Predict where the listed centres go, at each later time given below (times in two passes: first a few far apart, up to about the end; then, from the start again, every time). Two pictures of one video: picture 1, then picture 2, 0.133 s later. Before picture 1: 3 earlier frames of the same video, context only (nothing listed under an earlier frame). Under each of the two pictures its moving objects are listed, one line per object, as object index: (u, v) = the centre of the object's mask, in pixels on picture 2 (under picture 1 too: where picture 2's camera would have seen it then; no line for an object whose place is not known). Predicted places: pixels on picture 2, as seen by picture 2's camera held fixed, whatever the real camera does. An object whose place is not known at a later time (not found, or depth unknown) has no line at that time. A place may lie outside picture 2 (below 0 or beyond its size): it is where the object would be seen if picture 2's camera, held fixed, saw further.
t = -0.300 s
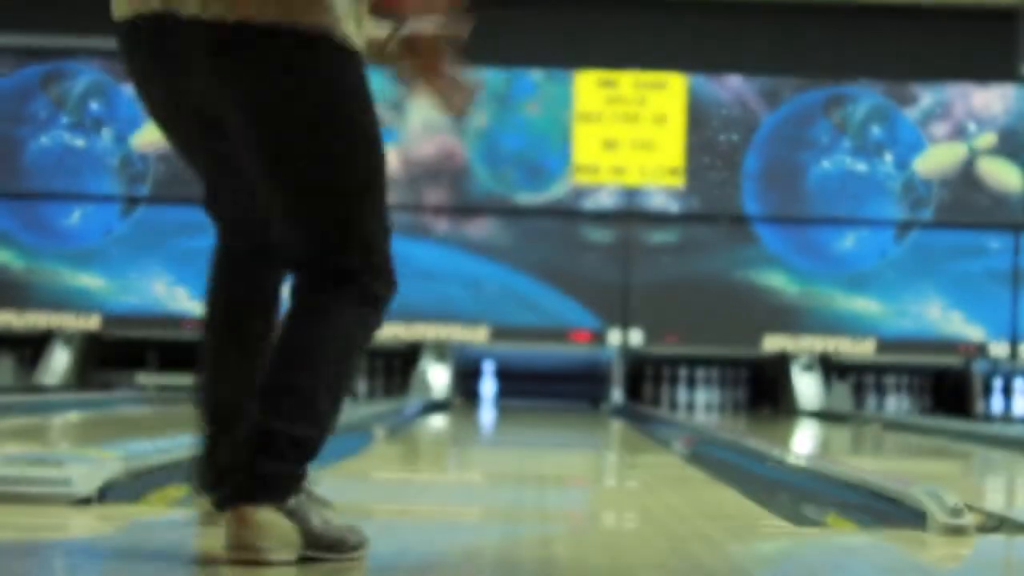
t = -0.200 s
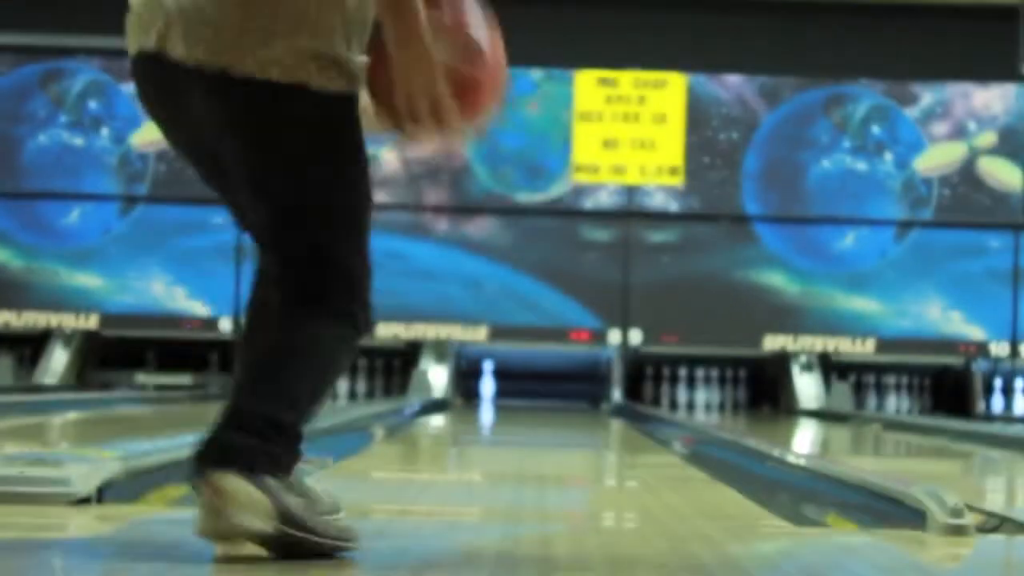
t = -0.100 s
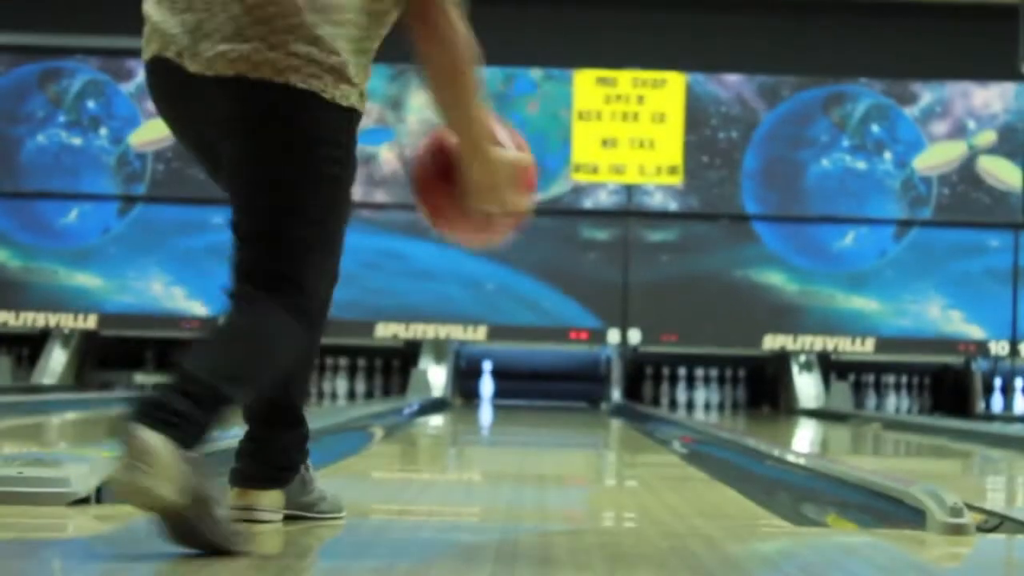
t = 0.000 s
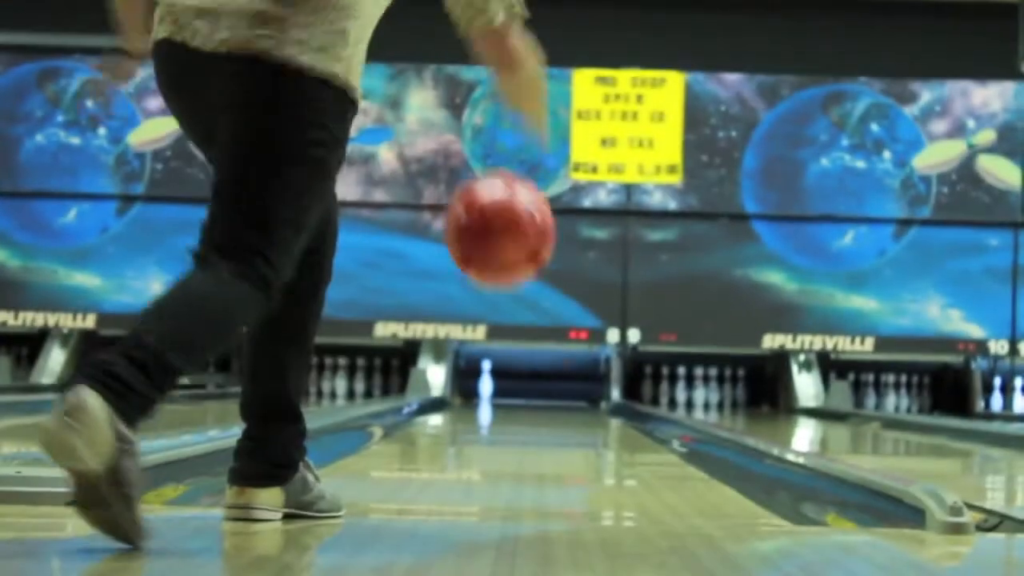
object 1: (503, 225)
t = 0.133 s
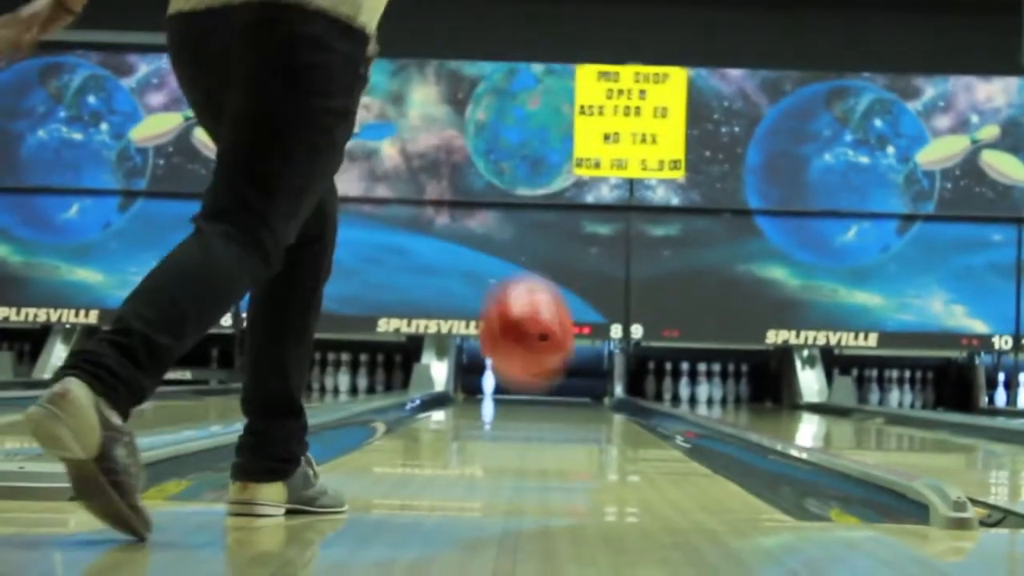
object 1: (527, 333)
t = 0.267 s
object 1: (543, 421)
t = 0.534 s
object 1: (570, 422)
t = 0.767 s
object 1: (584, 414)
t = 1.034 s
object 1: (593, 408)
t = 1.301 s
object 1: (598, 403)
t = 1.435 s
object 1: (600, 401)
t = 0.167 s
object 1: (531, 365)
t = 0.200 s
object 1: (535, 400)
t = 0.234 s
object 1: (539, 430)
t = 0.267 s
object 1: (543, 421)
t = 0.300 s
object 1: (547, 416)
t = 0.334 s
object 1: (551, 415)
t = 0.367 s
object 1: (555, 417)
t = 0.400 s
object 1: (558, 423)
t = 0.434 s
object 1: (562, 424)
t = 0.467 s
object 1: (564, 424)
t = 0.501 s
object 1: (568, 423)
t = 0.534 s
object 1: (570, 422)
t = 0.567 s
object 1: (573, 421)
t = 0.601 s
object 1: (575, 420)
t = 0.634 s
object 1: (577, 419)
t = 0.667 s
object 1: (579, 417)
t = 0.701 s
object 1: (580, 416)
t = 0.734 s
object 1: (582, 415)
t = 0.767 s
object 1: (584, 414)
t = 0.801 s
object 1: (585, 414)
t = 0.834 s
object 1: (587, 413)
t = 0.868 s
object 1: (588, 412)
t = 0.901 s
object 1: (589, 411)
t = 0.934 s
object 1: (590, 411)
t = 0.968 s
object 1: (591, 410)
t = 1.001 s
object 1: (592, 409)
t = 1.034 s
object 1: (593, 408)
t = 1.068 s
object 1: (594, 408)
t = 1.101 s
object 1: (594, 407)
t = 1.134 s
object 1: (595, 406)
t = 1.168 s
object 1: (596, 406)
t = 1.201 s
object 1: (597, 405)
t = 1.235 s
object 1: (597, 404)
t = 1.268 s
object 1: (598, 404)
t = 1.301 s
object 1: (598, 403)
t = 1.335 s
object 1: (599, 402)
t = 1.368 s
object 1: (599, 402)
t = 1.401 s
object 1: (599, 401)
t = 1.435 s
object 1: (600, 401)
